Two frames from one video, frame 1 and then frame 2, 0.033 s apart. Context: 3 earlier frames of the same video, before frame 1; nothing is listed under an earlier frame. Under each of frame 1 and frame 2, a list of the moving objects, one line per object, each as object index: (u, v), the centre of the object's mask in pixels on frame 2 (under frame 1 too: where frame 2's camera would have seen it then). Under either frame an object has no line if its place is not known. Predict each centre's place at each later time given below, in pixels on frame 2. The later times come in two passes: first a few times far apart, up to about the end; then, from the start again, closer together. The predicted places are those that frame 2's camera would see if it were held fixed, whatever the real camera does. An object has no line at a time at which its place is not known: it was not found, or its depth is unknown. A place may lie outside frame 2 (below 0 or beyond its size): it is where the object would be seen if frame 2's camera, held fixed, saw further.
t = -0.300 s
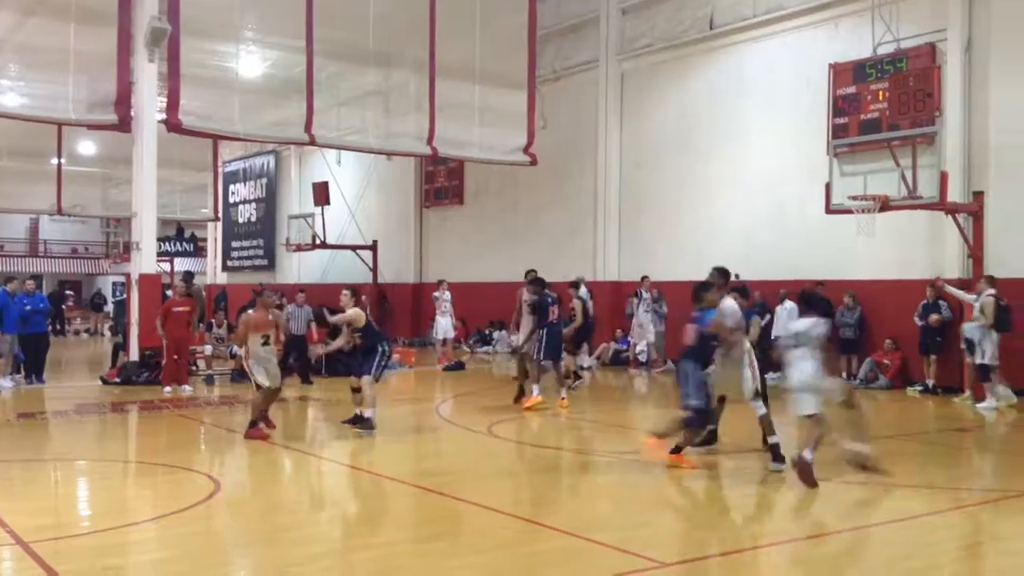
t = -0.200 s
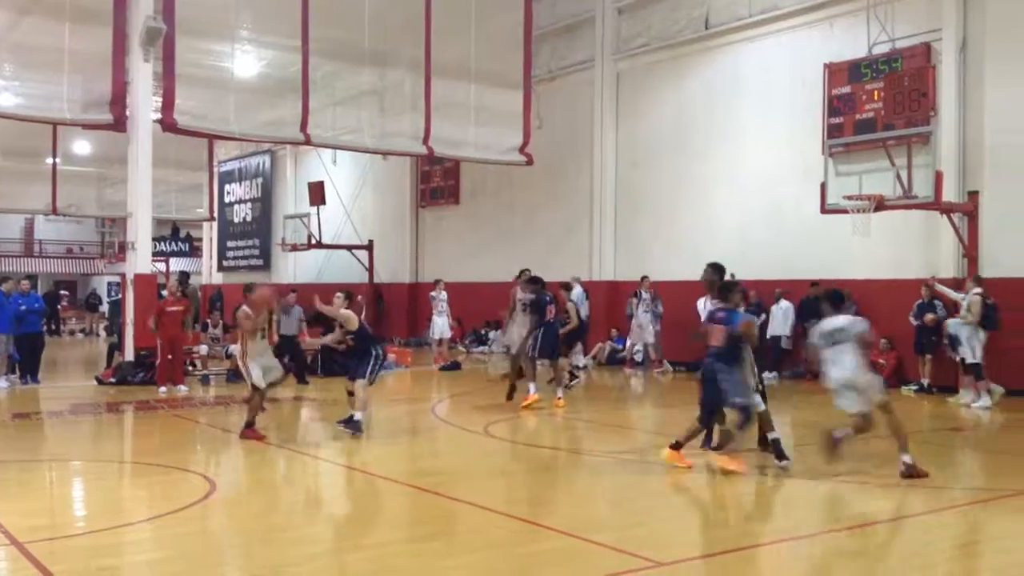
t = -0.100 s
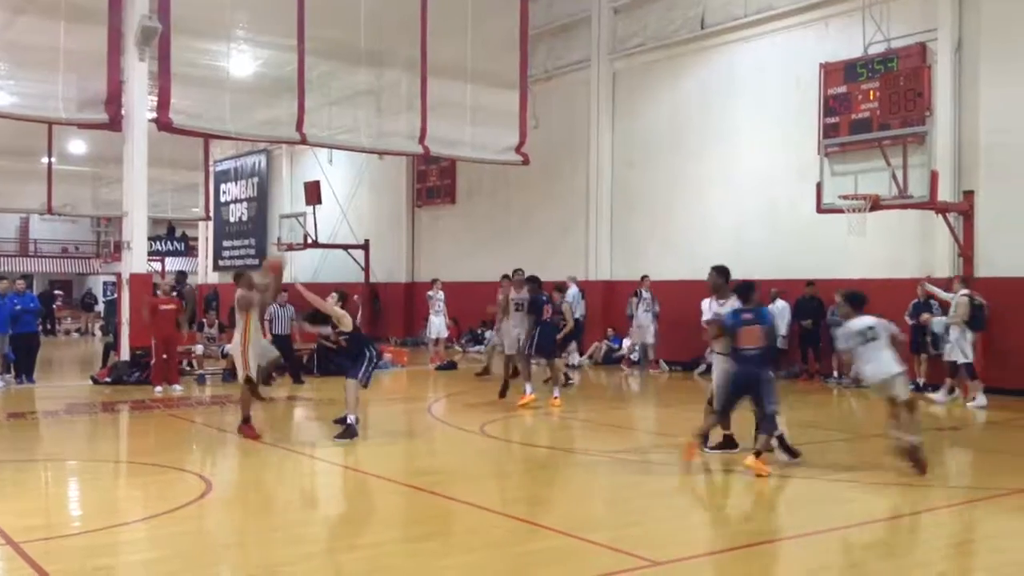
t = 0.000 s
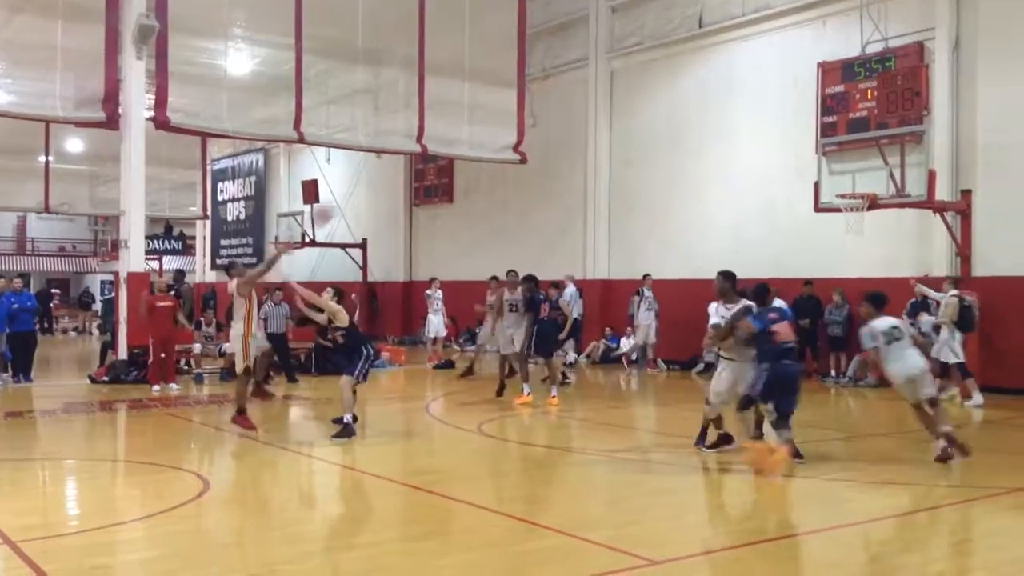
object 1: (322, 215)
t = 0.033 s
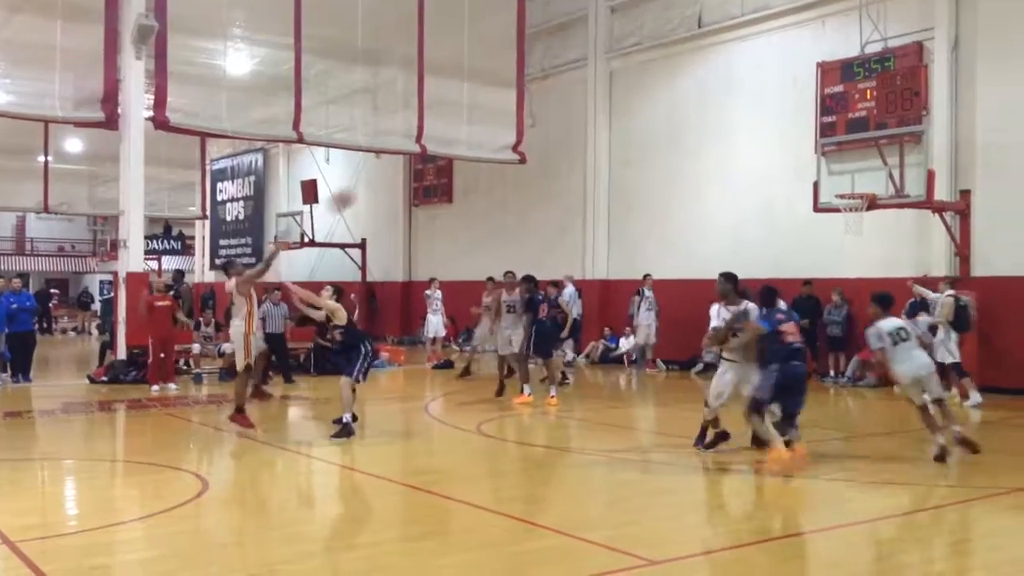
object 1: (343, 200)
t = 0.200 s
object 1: (440, 141)
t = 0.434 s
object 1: (565, 102)
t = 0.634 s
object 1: (663, 102)
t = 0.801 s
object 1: (739, 126)
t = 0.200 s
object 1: (440, 141)
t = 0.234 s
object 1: (458, 133)
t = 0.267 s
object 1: (475, 125)
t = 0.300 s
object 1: (493, 118)
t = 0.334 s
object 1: (510, 113)
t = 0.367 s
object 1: (532, 109)
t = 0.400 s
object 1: (548, 105)
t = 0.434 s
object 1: (565, 102)
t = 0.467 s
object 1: (581, 99)
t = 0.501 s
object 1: (598, 98)
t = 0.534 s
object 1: (615, 98)
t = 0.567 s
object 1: (631, 98)
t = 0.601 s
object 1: (648, 100)
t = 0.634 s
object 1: (663, 102)
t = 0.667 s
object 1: (679, 105)
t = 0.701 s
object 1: (694, 109)
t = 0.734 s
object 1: (710, 114)
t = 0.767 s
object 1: (724, 119)
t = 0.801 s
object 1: (739, 126)
